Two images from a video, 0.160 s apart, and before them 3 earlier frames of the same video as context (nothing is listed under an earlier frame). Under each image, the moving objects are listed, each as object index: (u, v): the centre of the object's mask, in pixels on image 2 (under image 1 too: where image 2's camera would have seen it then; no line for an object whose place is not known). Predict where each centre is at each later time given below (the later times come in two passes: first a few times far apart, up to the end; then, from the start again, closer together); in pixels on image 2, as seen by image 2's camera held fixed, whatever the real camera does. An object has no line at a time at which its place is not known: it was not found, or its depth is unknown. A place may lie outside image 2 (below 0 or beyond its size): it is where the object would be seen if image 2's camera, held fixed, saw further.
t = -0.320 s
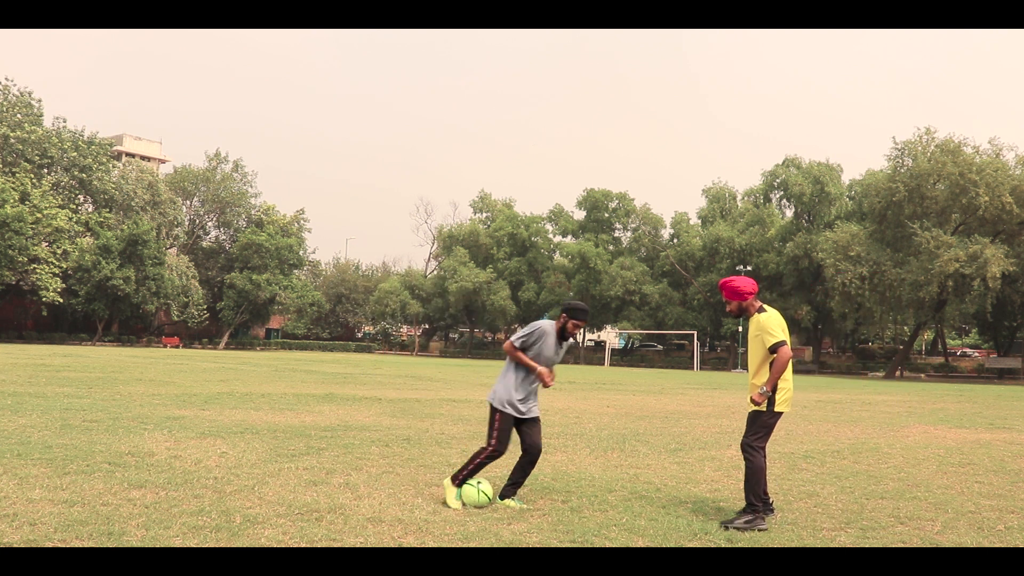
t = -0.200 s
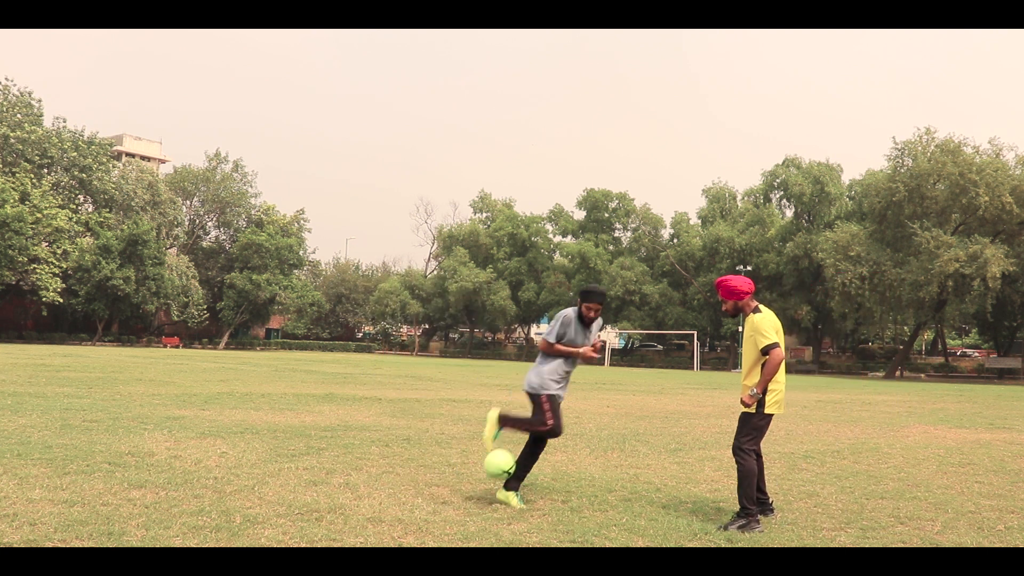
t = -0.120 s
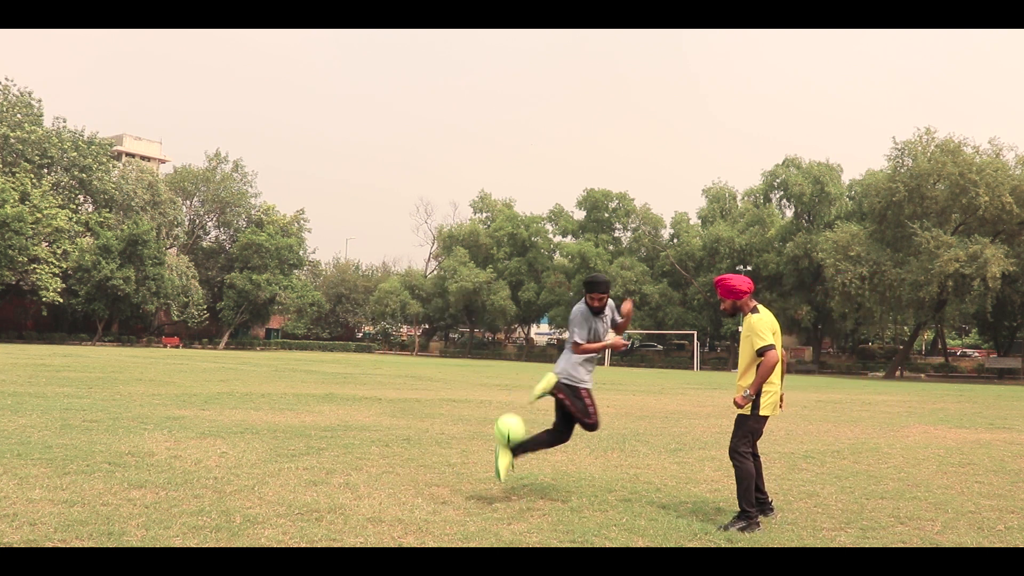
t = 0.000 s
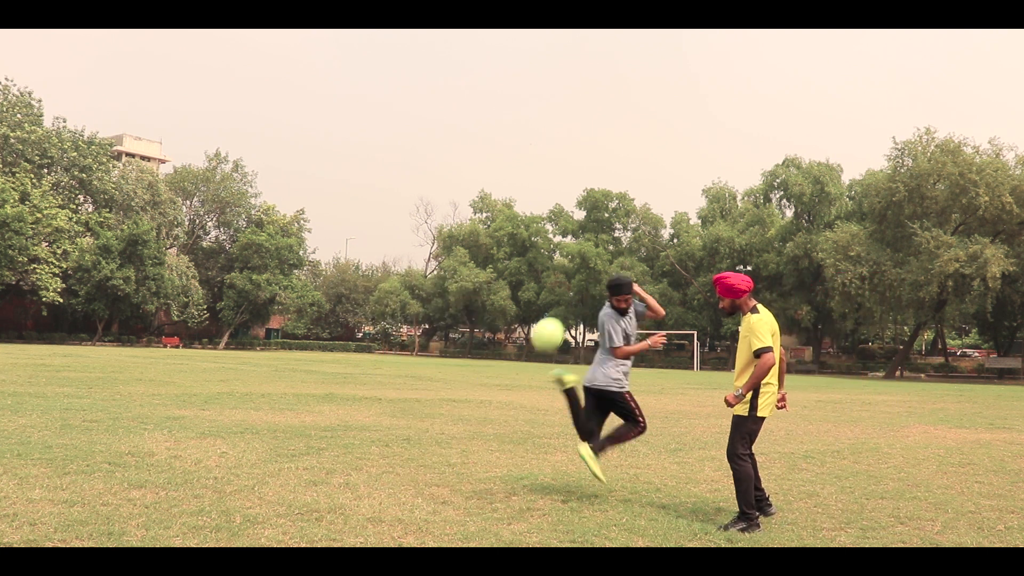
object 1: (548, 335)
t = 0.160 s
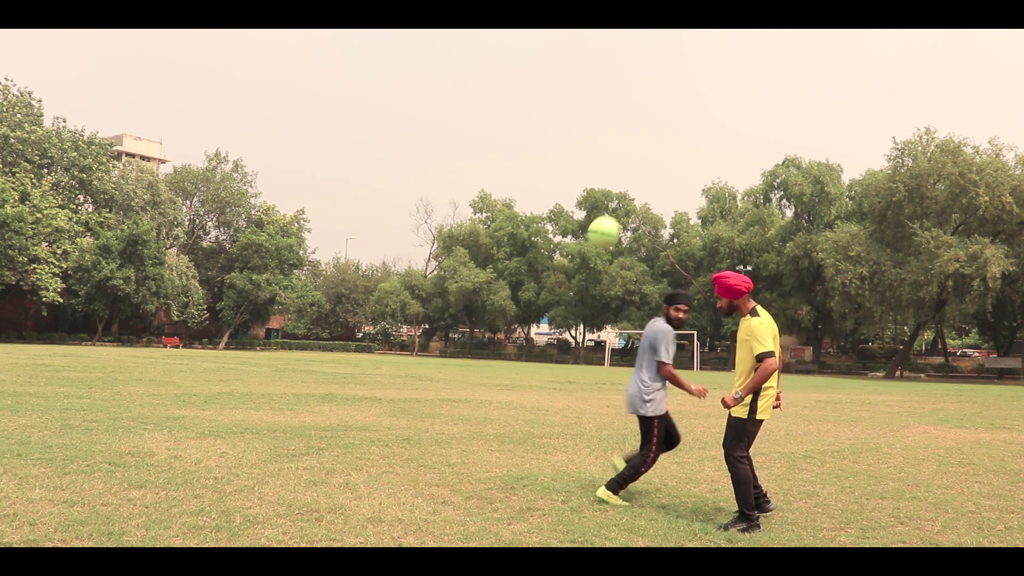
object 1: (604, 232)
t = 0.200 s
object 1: (617, 212)
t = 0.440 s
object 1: (696, 141)
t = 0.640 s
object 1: (761, 144)
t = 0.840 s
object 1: (827, 205)
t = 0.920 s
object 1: (853, 246)
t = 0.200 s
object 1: (617, 212)
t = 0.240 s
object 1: (631, 195)
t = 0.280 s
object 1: (644, 179)
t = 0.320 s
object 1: (657, 166)
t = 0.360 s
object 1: (670, 156)
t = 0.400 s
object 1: (683, 147)
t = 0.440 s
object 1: (696, 141)
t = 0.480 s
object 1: (709, 137)
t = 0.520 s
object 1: (722, 136)
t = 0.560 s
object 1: (735, 136)
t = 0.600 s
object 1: (748, 139)
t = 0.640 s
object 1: (761, 144)
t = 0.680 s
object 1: (775, 152)
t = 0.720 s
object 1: (788, 161)
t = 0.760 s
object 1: (799, 172)
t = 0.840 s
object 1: (827, 205)
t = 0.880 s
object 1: (840, 224)
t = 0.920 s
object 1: (853, 246)
